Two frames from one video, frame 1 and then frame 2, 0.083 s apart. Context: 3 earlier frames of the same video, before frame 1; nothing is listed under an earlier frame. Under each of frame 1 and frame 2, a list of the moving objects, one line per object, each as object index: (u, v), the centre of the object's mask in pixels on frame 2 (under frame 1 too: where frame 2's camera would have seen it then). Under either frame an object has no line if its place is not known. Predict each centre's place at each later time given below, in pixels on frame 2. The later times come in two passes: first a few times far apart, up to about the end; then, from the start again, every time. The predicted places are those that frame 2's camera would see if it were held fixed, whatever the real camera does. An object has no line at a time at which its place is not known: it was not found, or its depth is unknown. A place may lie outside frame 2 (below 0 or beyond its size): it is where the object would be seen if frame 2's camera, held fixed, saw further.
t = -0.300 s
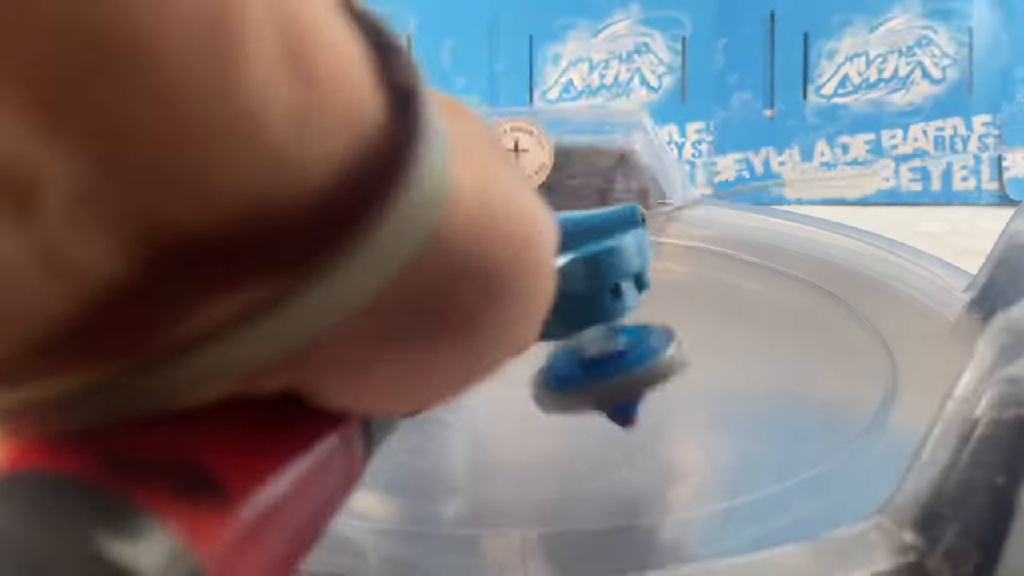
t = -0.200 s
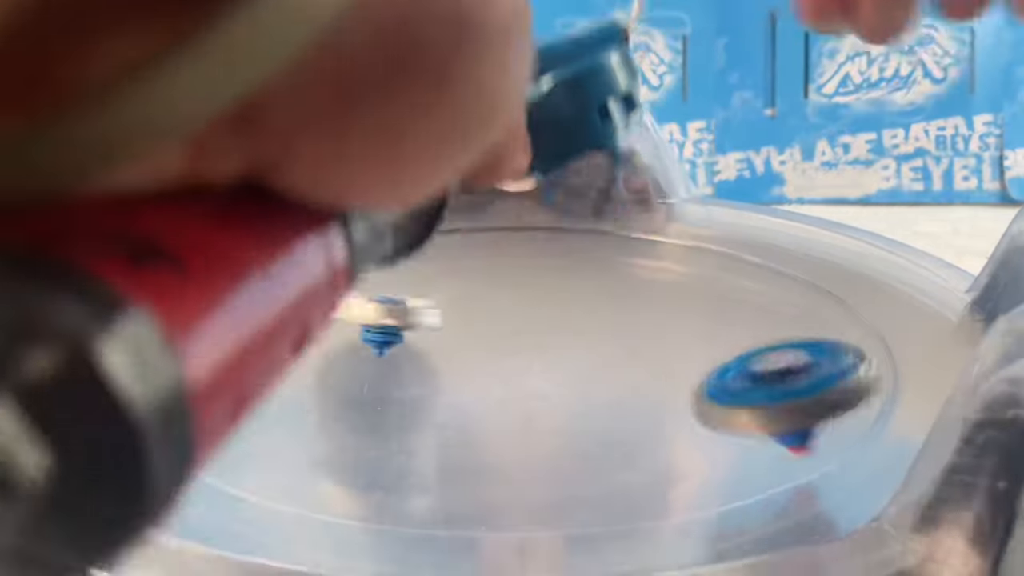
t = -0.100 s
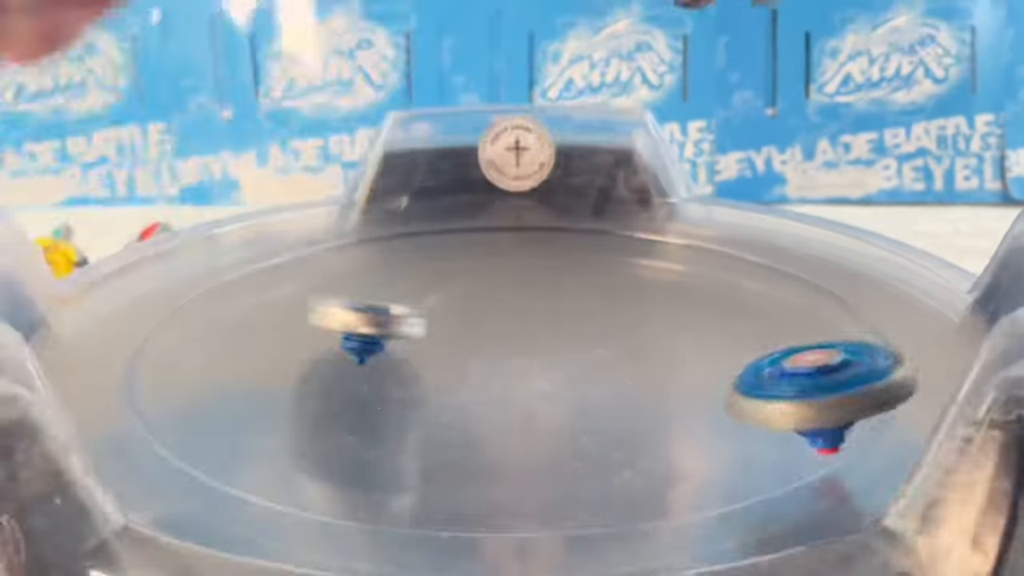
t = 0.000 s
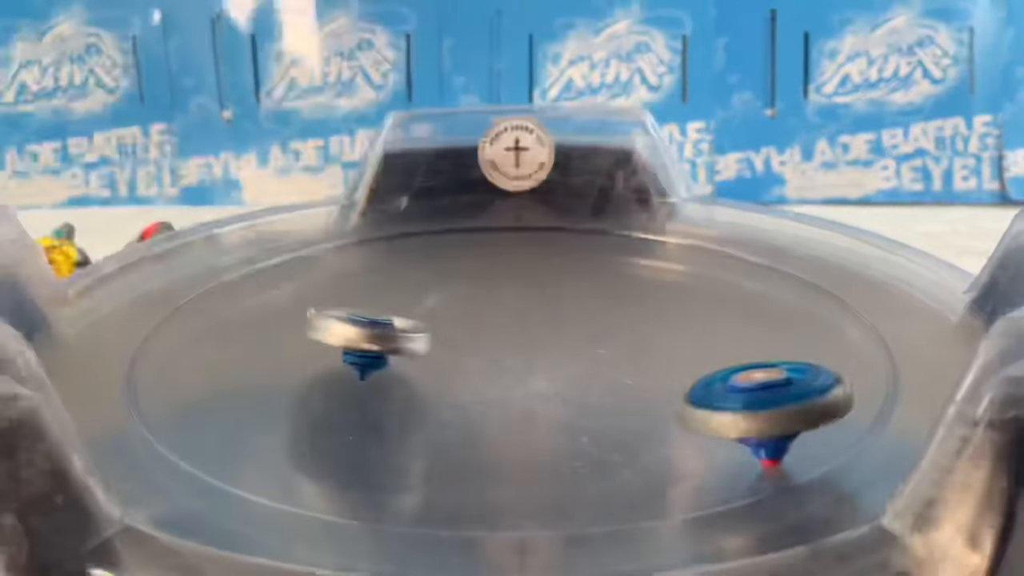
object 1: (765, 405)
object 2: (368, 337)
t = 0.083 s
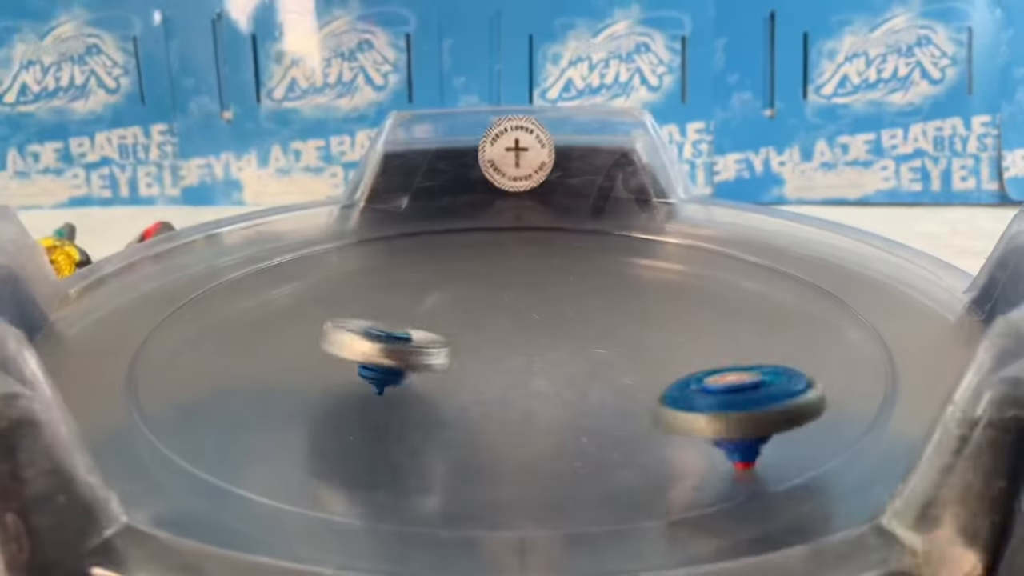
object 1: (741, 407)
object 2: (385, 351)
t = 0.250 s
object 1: (682, 411)
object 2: (445, 364)
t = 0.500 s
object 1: (493, 418)
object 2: (517, 333)
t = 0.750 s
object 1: (465, 441)
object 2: (484, 295)
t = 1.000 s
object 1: (476, 406)
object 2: (424, 302)
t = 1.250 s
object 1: (209, 356)
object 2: (442, 333)
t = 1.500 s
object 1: (340, 409)
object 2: (542, 331)
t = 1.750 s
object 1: (412, 299)
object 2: (570, 298)
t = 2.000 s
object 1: (137, 315)
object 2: (509, 286)
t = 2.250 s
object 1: (603, 383)
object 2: (469, 307)
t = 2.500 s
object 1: (442, 187)
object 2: (550, 337)
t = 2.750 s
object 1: (212, 305)
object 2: (638, 320)
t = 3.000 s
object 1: (780, 340)
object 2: (603, 291)
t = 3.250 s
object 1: (500, 205)
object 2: (516, 299)
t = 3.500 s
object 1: (282, 348)
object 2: (540, 354)
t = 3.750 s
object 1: (890, 301)
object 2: (664, 360)
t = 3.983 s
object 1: (782, 179)
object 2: (660, 319)
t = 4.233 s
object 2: (553, 300)
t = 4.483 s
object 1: (842, 220)
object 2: (454, 373)
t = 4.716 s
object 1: (855, 219)
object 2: (638, 411)
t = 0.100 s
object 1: (736, 409)
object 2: (389, 352)
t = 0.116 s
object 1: (732, 409)
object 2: (394, 356)
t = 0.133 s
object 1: (726, 410)
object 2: (399, 357)
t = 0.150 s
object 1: (722, 411)
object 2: (405, 359)
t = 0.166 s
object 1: (715, 412)
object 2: (412, 361)
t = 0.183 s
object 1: (710, 412)
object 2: (418, 361)
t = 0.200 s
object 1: (703, 412)
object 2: (425, 361)
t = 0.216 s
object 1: (697, 412)
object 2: (431, 363)
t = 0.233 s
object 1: (692, 412)
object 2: (439, 363)
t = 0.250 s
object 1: (682, 411)
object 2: (445, 364)
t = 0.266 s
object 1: (674, 410)
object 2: (452, 364)
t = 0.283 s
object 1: (663, 409)
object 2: (459, 363)
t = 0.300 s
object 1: (651, 409)
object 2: (467, 362)
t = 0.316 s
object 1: (639, 409)
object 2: (473, 361)
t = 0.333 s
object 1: (626, 409)
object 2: (480, 360)
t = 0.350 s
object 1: (612, 410)
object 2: (486, 358)
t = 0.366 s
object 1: (598, 410)
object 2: (490, 356)
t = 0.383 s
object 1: (583, 410)
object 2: (496, 354)
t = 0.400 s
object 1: (570, 411)
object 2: (500, 349)
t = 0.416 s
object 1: (556, 412)
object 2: (505, 348)
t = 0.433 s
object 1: (543, 412)
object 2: (508, 342)
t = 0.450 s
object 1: (530, 414)
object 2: (512, 340)
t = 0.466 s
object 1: (516, 415)
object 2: (514, 339)
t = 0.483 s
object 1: (504, 417)
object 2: (516, 337)
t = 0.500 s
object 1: (493, 418)
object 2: (517, 333)
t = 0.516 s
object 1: (484, 420)
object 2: (518, 329)
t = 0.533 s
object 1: (474, 421)
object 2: (518, 327)
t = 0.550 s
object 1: (467, 423)
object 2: (518, 322)
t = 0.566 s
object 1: (460, 426)
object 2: (517, 320)
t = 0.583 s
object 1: (456, 428)
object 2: (515, 317)
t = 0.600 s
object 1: (452, 429)
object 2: (514, 313)
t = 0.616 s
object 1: (451, 431)
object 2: (512, 311)
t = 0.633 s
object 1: (450, 433)
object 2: (509, 306)
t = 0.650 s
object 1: (452, 435)
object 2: (507, 306)
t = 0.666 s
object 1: (455, 436)
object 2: (504, 302)
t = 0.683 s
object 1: (458, 438)
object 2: (501, 301)
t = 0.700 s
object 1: (461, 439)
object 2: (497, 299)
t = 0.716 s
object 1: (463, 441)
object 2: (493, 298)
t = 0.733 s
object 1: (464, 441)
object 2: (488, 295)
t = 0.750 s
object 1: (465, 441)
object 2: (484, 295)
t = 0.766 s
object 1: (467, 442)
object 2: (480, 294)
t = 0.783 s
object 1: (470, 442)
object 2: (475, 293)
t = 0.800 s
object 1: (472, 442)
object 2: (471, 292)
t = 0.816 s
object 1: (474, 440)
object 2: (466, 293)
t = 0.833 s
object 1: (478, 439)
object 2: (462, 292)
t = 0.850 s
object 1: (481, 438)
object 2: (457, 293)
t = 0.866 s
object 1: (483, 435)
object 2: (453, 292)
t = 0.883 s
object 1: (485, 433)
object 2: (448, 294)
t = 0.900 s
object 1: (487, 430)
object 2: (444, 294)
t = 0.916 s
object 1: (490, 428)
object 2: (440, 293)
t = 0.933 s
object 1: (493, 423)
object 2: (437, 296)
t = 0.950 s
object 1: (492, 419)
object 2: (433, 296)
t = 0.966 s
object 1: (489, 416)
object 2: (430, 300)
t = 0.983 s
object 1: (483, 411)
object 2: (427, 301)
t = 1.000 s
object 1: (476, 406)
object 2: (424, 302)
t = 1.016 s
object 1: (465, 402)
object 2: (423, 304)
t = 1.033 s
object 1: (454, 397)
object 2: (421, 306)
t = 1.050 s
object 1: (442, 392)
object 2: (420, 309)
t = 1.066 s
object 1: (429, 387)
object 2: (419, 312)
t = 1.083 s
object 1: (413, 382)
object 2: (418, 313)
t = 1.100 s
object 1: (398, 378)
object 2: (418, 314)
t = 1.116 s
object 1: (379, 373)
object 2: (419, 315)
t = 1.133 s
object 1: (360, 369)
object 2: (420, 317)
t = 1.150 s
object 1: (339, 366)
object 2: (422, 322)
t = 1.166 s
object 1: (317, 363)
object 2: (423, 325)
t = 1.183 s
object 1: (296, 359)
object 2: (426, 327)
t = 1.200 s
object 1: (274, 358)
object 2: (429, 327)
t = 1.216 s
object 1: (251, 356)
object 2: (433, 330)
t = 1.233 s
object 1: (230, 355)
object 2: (437, 333)
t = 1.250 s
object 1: (209, 356)
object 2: (442, 333)
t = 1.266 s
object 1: (187, 358)
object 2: (447, 336)
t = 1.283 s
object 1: (166, 359)
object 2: (453, 337)
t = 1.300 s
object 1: (146, 361)
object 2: (459, 339)
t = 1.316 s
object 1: (155, 357)
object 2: (466, 340)
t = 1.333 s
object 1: (170, 358)
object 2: (473, 340)
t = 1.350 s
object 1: (187, 368)
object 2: (480, 341)
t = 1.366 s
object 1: (205, 389)
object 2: (488, 340)
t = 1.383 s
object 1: (219, 396)
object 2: (495, 341)
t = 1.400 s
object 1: (232, 399)
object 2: (502, 340)
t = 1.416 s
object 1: (245, 407)
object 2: (510, 340)
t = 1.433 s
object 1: (261, 407)
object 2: (517, 337)
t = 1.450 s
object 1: (278, 409)
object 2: (524, 337)
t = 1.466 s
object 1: (298, 411)
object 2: (530, 334)
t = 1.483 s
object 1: (319, 410)
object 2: (537, 334)
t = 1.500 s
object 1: (340, 409)
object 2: (542, 331)
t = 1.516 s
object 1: (363, 409)
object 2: (548, 330)
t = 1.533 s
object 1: (386, 406)
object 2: (553, 328)
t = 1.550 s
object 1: (407, 403)
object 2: (558, 326)
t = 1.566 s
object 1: (425, 398)
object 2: (562, 322)
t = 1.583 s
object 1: (441, 391)
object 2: (566, 322)
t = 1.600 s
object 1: (452, 384)
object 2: (568, 318)
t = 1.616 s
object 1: (461, 376)
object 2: (570, 315)
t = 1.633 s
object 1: (466, 367)
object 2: (573, 313)
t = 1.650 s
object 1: (466, 358)
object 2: (574, 311)
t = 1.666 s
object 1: (463, 347)
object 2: (574, 309)
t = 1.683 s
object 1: (458, 338)
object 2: (575, 305)
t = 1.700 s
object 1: (450, 328)
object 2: (574, 305)
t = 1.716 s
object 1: (439, 317)
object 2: (573, 301)
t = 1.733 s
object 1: (427, 308)
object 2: (572, 301)
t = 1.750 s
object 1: (412, 299)
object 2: (570, 298)
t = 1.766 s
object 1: (396, 290)
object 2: (567, 297)
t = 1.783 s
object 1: (377, 282)
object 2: (564, 294)
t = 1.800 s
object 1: (359, 274)
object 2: (562, 294)
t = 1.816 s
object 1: (336, 266)
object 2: (558, 293)
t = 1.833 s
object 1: (313, 259)
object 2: (554, 291)
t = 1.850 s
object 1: (289, 254)
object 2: (550, 290)
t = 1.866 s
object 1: (265, 250)
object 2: (547, 289)
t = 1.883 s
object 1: (240, 246)
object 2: (542, 287)
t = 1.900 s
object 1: (221, 242)
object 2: (538, 288)
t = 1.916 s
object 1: (207, 244)
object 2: (534, 287)
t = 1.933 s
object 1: (191, 252)
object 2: (528, 285)
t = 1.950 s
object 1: (176, 269)
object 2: (524, 285)
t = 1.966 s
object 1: (163, 287)
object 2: (519, 284)
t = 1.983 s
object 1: (149, 297)
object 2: (514, 284)
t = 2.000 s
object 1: (137, 315)
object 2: (509, 286)
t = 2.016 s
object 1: (135, 327)
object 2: (505, 285)
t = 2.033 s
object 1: (137, 342)
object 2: (500, 287)
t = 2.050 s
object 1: (151, 362)
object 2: (496, 288)
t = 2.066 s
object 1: (170, 377)
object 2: (491, 287)
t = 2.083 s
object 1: (195, 390)
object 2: (487, 288)
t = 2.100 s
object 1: (223, 400)
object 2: (483, 290)
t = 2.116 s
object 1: (259, 409)
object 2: (480, 291)
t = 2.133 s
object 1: (298, 415)
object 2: (477, 293)
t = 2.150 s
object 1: (344, 419)
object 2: (474, 294)
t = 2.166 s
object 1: (392, 422)
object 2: (472, 296)
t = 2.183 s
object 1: (442, 421)
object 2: (470, 298)
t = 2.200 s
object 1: (489, 415)
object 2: (469, 300)
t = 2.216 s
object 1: (531, 408)
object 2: (468, 302)
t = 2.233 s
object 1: (572, 397)
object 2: (468, 305)
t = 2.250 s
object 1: (603, 383)
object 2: (469, 307)
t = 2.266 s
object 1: (625, 368)
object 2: (470, 309)
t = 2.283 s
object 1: (641, 351)
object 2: (472, 313)
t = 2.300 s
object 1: (650, 333)
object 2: (475, 315)
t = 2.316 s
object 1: (652, 315)
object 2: (478, 317)
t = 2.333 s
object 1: (649, 296)
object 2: (482, 320)
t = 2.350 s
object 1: (640, 280)
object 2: (486, 321)
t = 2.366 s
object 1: (628, 264)
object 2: (491, 323)
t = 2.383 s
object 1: (612, 247)
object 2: (496, 327)
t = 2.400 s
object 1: (592, 231)
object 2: (503, 329)
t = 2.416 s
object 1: (573, 219)
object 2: (509, 332)
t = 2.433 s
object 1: (553, 207)
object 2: (517, 334)
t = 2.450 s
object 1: (527, 196)
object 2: (524, 334)
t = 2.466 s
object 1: (499, 188)
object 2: (532, 336)
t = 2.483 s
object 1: (469, 185)
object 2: (541, 337)
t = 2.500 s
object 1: (442, 187)
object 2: (550, 337)
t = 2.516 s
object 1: (418, 191)
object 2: (559, 338)
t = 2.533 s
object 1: (393, 198)
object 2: (567, 335)
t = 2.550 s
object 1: (369, 202)
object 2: (575, 338)
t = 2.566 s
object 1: (347, 205)
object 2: (583, 334)
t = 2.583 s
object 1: (324, 209)
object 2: (590, 334)
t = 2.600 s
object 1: (305, 213)
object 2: (597, 334)
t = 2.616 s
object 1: (286, 218)
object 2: (604, 335)
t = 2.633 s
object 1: (270, 224)
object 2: (610, 333)
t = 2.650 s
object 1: (254, 230)
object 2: (616, 332)
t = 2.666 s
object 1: (242, 238)
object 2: (621, 330)
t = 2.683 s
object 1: (228, 250)
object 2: (626, 328)
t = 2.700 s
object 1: (216, 263)
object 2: (630, 326)
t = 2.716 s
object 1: (210, 276)
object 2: (633, 325)
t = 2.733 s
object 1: (209, 291)
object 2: (636, 322)
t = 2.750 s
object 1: (212, 305)
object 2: (638, 320)
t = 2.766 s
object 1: (220, 322)
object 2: (640, 318)
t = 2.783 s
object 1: (234, 339)
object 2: (640, 315)
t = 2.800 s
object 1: (254, 355)
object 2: (641, 312)
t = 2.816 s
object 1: (282, 372)
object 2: (641, 311)
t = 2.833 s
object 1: (318, 386)
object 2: (640, 307)
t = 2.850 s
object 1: (362, 398)
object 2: (638, 305)
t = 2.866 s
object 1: (410, 407)
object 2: (636, 304)
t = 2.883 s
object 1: (466, 411)
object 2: (633, 301)
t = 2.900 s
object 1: (523, 412)
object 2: (631, 298)
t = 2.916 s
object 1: (578, 408)
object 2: (627, 297)
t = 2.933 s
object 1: (632, 401)
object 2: (622, 295)
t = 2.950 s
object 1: (676, 389)
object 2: (618, 295)
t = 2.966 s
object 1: (717, 374)
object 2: (613, 293)
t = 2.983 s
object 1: (755, 359)
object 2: (608, 292)
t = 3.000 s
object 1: (780, 340)
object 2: (603, 291)
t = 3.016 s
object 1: (801, 321)
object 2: (597, 290)
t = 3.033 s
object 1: (813, 302)
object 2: (591, 289)
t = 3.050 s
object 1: (817, 283)
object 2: (586, 288)
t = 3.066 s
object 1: (823, 266)
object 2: (580, 287)
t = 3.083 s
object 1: (818, 250)
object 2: (574, 287)
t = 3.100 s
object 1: (788, 233)
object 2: (568, 287)
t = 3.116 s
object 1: (757, 222)
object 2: (560, 287)
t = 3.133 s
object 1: (730, 218)
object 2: (555, 288)
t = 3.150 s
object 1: (706, 219)
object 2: (549, 288)
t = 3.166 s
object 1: (666, 212)
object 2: (542, 290)
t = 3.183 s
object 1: (629, 211)
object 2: (536, 291)
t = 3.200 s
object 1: (597, 209)
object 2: (531, 294)
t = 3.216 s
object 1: (568, 206)
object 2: (525, 295)
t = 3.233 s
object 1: (535, 203)
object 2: (521, 296)
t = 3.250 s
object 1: (500, 205)
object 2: (516, 299)
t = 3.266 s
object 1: (465, 210)
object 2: (512, 300)
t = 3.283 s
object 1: (436, 210)
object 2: (509, 305)
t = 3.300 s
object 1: (407, 214)
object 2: (507, 308)
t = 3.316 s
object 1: (385, 217)
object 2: (505, 309)
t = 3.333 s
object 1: (362, 221)
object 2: (503, 315)
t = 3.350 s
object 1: (341, 227)
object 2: (502, 319)
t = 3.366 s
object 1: (324, 234)
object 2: (502, 322)
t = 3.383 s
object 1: (306, 243)
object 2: (504, 327)
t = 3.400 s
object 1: (292, 253)
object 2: (506, 331)
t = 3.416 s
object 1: (279, 265)
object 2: (509, 335)
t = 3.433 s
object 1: (271, 280)
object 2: (514, 340)
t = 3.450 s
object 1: (266, 295)
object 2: (519, 344)
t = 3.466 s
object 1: (266, 313)
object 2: (525, 347)
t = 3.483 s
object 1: (271, 330)
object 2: (532, 352)
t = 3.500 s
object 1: (282, 348)
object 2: (540, 354)
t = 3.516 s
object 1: (302, 366)
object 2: (548, 357)
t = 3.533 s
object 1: (328, 382)
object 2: (557, 361)
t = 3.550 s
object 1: (365, 398)
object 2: (566, 361)
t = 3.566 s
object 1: (407, 409)
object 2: (575, 366)
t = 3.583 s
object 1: (459, 416)
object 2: (585, 365)
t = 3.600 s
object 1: (516, 421)
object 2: (600, 362)
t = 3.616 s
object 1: (575, 420)
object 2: (609, 351)
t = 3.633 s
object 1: (631, 419)
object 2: (608, 351)
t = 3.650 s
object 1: (689, 409)
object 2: (610, 354)
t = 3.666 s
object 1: (744, 398)
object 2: (623, 365)
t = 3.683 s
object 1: (794, 384)
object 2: (639, 364)
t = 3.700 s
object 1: (836, 368)
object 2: (647, 364)
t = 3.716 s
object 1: (874, 352)
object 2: (652, 361)
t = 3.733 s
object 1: (891, 325)
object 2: (659, 359)
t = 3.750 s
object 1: (890, 301)
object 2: (664, 360)
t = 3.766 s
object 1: (890, 287)
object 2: (668, 356)
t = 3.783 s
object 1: (887, 277)
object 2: (671, 357)
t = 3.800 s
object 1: (888, 261)
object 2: (674, 354)
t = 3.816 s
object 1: (885, 248)
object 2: (677, 352)
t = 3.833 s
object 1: (883, 236)
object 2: (678, 347)
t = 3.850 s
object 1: (878, 225)
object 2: (679, 344)
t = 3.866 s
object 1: (862, 210)
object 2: (679, 341)
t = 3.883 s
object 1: (843, 201)
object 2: (678, 338)
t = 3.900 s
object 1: (827, 195)
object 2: (677, 335)
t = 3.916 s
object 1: (813, 189)
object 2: (675, 332)
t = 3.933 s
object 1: (803, 184)
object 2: (672, 327)
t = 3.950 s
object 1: (793, 181)
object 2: (668, 326)
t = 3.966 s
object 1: (788, 177)
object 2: (664, 323)
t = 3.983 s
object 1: (782, 179)
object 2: (660, 319)
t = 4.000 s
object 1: (777, 185)
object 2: (655, 316)
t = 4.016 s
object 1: (772, 192)
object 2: (650, 314)
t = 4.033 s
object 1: (772, 187)
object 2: (645, 311)
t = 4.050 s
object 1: (771, 185)
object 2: (638, 309)
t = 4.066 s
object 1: (770, 188)
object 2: (633, 306)
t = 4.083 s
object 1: (771, 193)
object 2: (626, 304)
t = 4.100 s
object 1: (773, 200)
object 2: (619, 302)
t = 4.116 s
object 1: (774, 208)
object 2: (611, 300)
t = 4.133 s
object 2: (604, 298)
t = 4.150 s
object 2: (596, 297)
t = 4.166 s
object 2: (588, 296)
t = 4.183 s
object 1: (783, 210)
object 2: (580, 296)
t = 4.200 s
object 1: (787, 211)
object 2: (571, 296)
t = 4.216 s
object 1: (795, 214)
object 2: (562, 297)
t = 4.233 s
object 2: (553, 300)
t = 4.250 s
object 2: (543, 302)
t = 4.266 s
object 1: (813, 217)
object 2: (533, 304)
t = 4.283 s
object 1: (816, 217)
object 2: (524, 308)
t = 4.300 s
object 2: (514, 312)
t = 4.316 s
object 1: (826, 219)
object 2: (505, 317)
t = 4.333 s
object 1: (827, 218)
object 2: (497, 321)
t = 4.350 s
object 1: (830, 220)
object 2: (488, 326)
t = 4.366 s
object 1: (833, 220)
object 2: (480, 332)
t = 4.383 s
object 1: (834, 220)
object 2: (473, 337)
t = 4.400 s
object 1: (837, 221)
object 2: (466, 344)
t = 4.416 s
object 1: (838, 220)
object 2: (461, 347)
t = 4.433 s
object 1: (839, 220)
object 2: (457, 356)
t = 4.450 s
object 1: (841, 220)
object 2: (454, 361)
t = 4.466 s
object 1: (841, 220)
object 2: (453, 367)
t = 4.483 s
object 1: (842, 220)
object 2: (454, 373)
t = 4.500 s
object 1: (842, 219)
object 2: (456, 379)
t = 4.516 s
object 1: (842, 219)
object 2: (459, 384)
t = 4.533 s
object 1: (842, 219)
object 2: (464, 389)
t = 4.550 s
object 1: (843, 219)
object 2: (472, 394)
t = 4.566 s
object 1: (844, 219)
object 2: (482, 398)
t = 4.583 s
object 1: (845, 219)
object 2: (494, 403)
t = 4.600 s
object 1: (847, 219)
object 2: (507, 408)
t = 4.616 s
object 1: (848, 219)
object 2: (522, 409)
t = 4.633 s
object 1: (848, 218)
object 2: (538, 411)
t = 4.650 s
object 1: (849, 218)
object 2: (557, 414)
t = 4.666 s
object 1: (850, 218)
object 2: (576, 413)
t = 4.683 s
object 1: (852, 219)
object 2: (596, 415)
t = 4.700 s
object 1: (854, 219)
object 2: (617, 414)
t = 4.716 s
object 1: (855, 219)
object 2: (638, 411)
